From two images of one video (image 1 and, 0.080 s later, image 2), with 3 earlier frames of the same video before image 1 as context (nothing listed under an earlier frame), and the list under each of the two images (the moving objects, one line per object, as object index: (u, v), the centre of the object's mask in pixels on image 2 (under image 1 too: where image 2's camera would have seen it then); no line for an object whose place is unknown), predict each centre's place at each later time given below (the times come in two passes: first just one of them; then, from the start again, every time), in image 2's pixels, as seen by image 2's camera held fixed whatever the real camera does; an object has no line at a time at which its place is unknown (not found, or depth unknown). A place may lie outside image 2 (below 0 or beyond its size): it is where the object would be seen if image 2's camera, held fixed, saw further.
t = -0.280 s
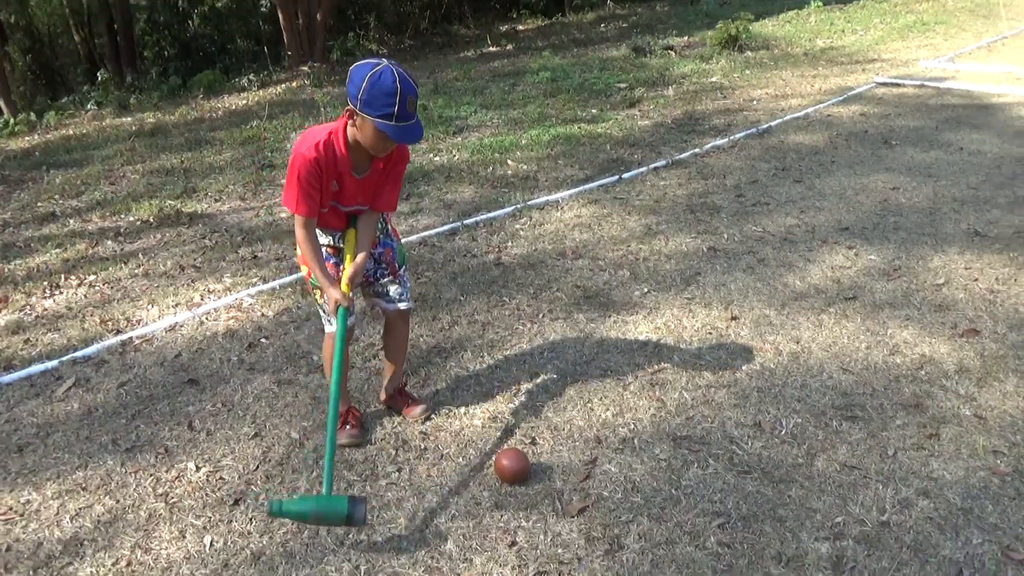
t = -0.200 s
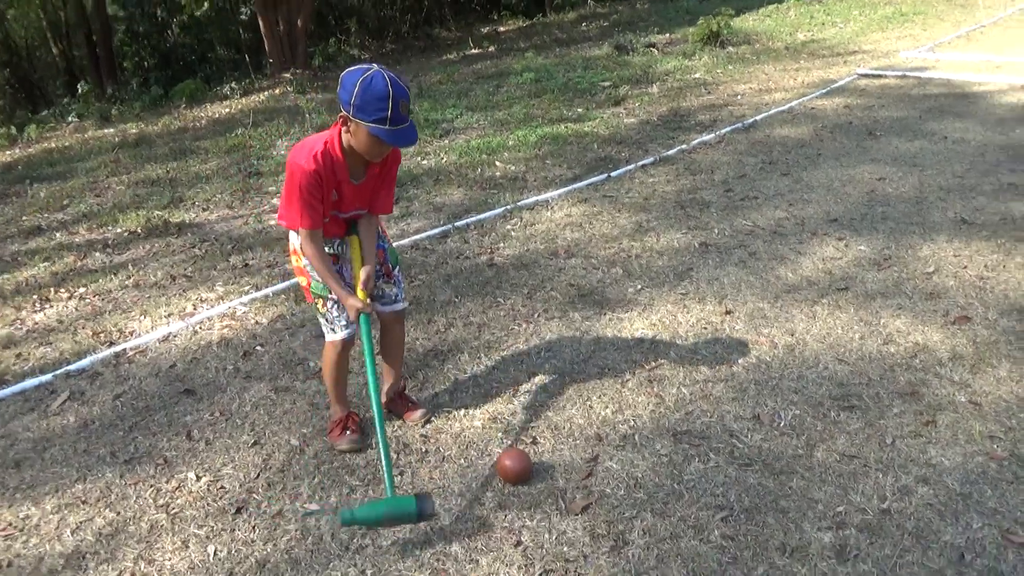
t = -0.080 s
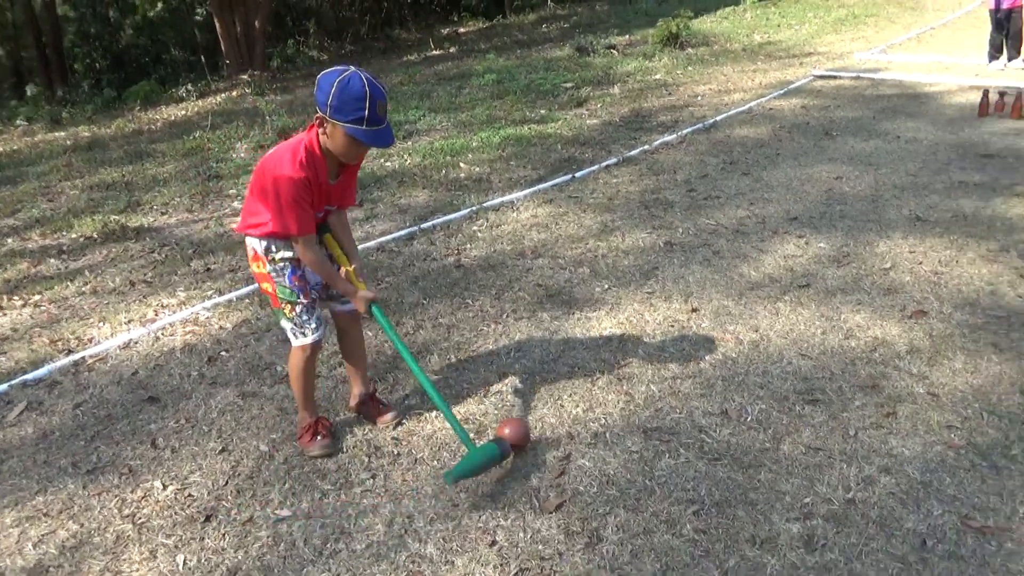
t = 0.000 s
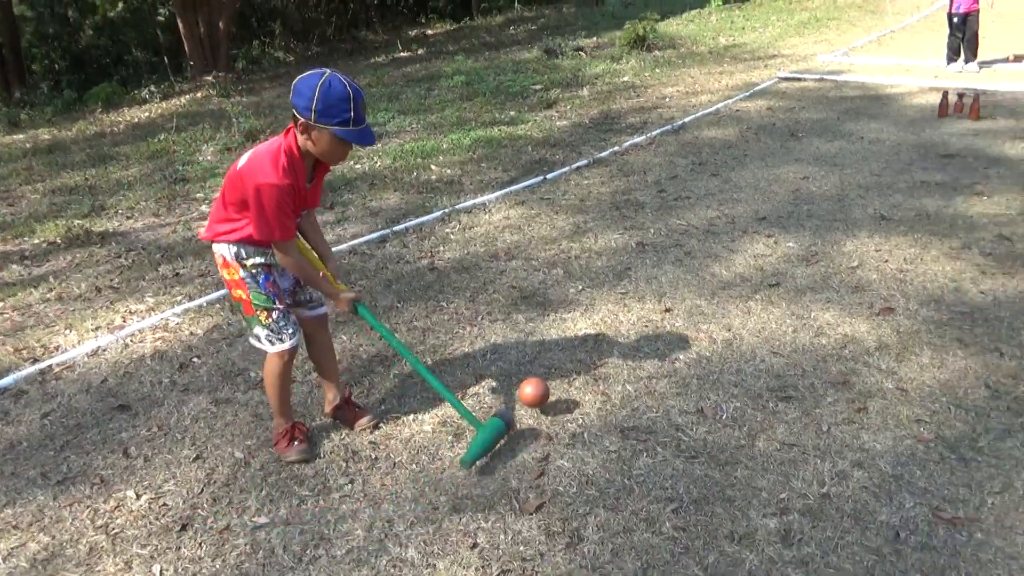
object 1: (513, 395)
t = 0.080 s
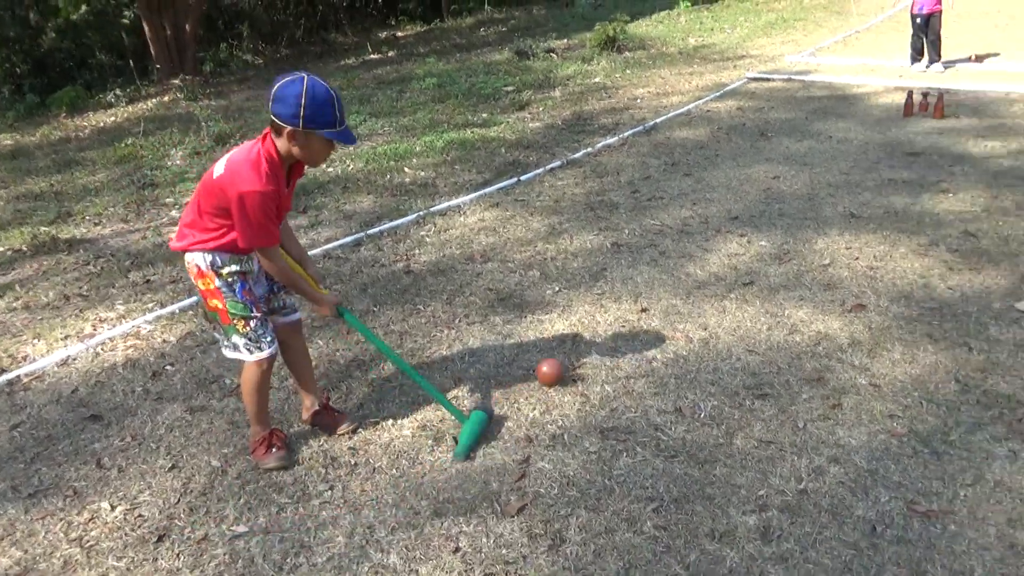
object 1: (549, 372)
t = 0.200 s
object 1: (591, 334)
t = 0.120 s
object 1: (565, 357)
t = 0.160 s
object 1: (579, 345)
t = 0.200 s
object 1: (591, 334)
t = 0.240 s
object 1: (602, 321)
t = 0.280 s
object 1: (613, 313)
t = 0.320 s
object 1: (623, 304)
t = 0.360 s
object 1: (632, 293)
